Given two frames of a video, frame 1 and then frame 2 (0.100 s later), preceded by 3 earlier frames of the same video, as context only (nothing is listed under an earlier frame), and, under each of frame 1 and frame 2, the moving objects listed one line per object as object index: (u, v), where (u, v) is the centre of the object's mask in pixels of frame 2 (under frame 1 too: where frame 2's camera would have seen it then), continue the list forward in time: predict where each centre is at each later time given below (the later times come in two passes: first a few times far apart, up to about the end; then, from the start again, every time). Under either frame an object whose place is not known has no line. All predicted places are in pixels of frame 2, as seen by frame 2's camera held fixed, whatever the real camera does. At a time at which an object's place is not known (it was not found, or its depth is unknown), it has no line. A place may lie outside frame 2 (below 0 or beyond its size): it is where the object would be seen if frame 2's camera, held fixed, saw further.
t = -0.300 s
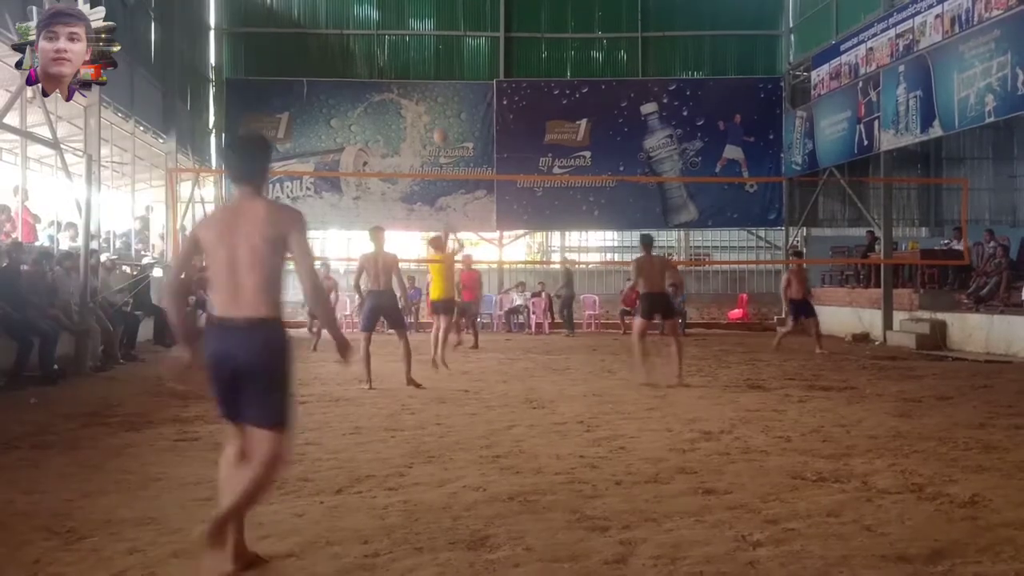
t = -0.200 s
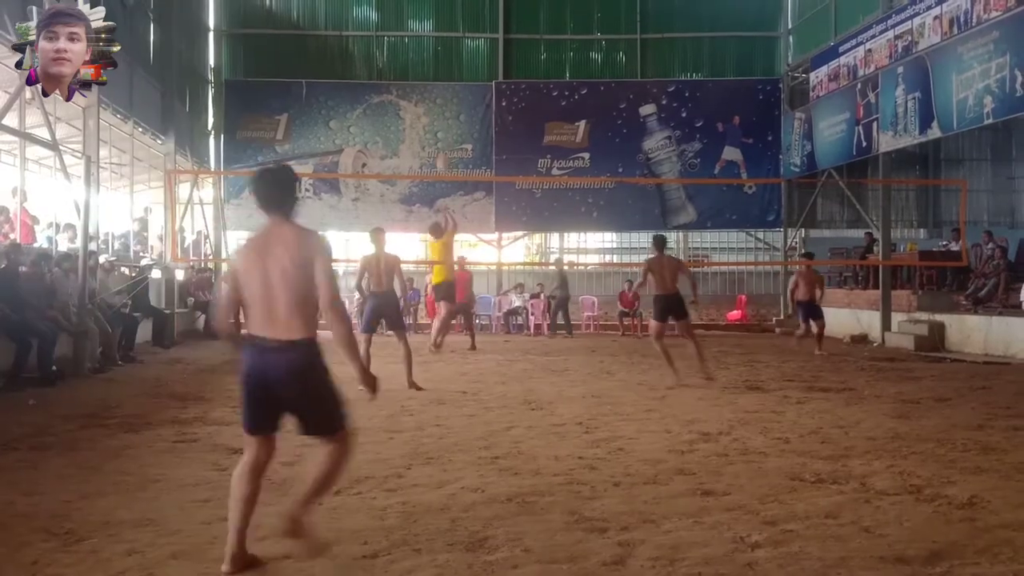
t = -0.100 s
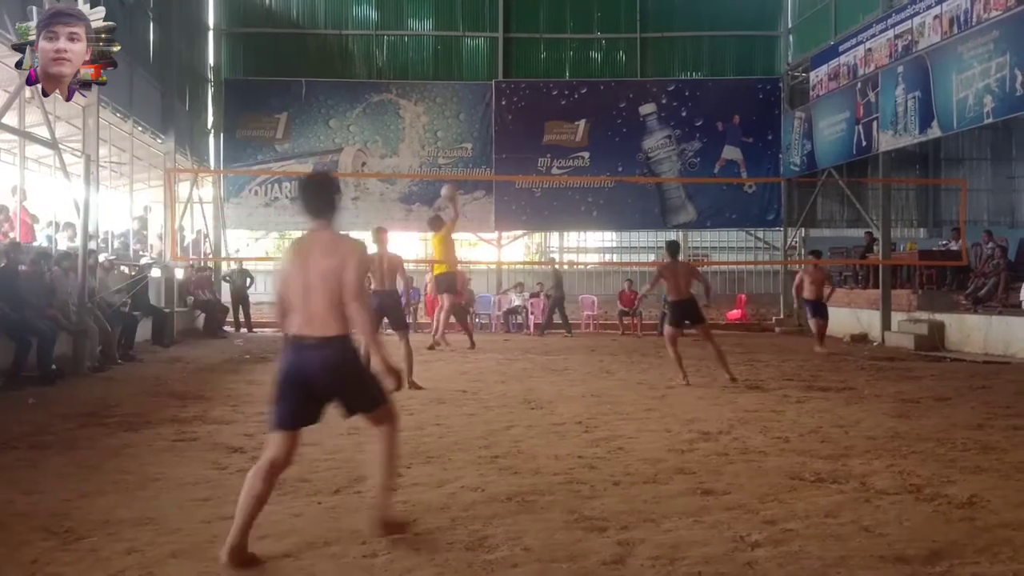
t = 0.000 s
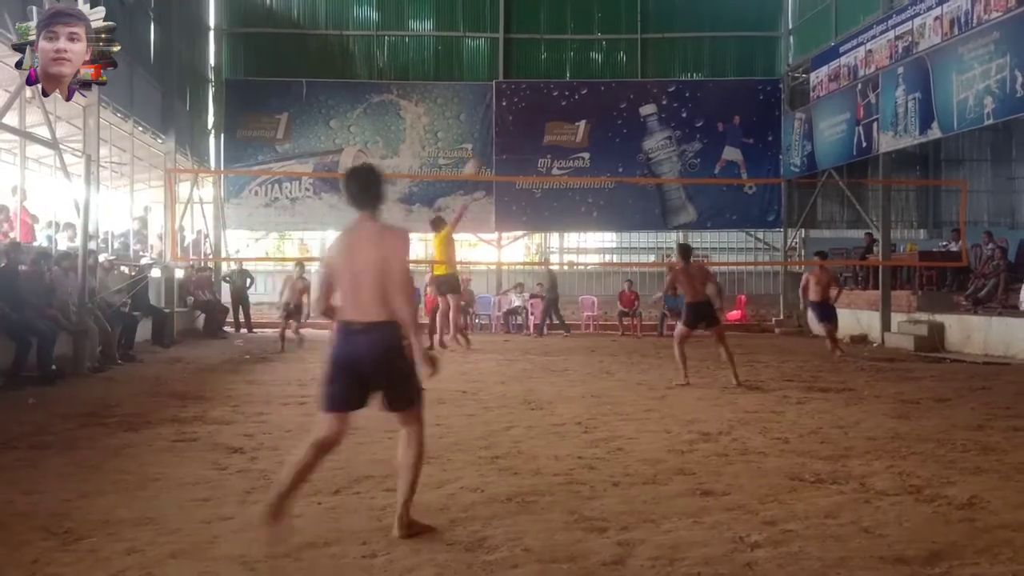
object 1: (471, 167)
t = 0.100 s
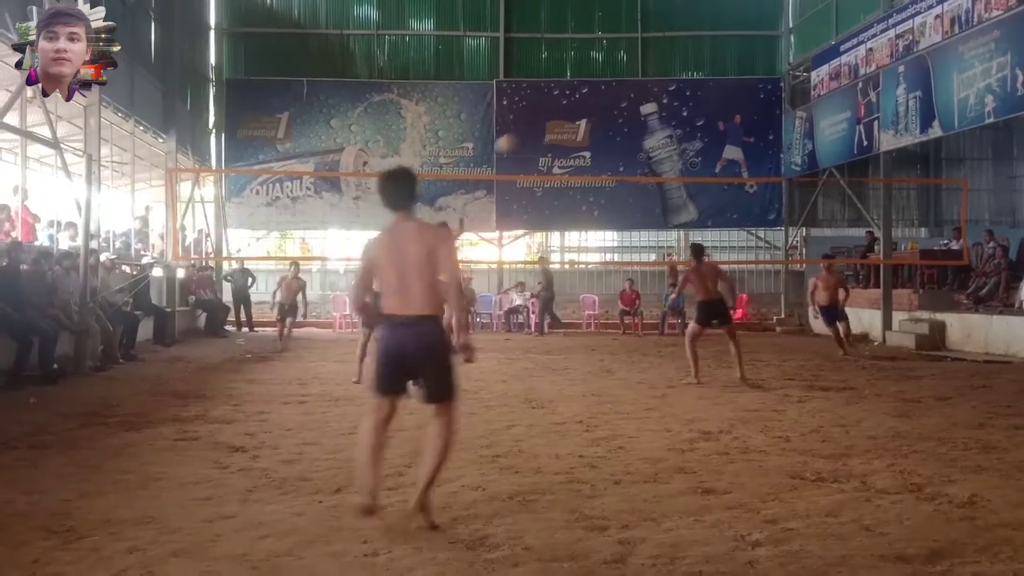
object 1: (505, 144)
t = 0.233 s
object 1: (554, 122)
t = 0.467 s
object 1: (660, 120)
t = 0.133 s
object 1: (517, 137)
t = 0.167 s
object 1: (529, 131)
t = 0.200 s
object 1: (540, 126)
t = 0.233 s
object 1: (554, 122)
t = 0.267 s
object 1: (568, 118)
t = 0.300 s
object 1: (583, 116)
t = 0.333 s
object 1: (598, 114)
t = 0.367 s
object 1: (611, 115)
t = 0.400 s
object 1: (626, 115)
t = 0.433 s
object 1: (643, 116)
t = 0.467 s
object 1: (660, 120)
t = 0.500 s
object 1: (680, 125)
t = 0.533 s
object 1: (699, 131)
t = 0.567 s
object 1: (717, 138)
